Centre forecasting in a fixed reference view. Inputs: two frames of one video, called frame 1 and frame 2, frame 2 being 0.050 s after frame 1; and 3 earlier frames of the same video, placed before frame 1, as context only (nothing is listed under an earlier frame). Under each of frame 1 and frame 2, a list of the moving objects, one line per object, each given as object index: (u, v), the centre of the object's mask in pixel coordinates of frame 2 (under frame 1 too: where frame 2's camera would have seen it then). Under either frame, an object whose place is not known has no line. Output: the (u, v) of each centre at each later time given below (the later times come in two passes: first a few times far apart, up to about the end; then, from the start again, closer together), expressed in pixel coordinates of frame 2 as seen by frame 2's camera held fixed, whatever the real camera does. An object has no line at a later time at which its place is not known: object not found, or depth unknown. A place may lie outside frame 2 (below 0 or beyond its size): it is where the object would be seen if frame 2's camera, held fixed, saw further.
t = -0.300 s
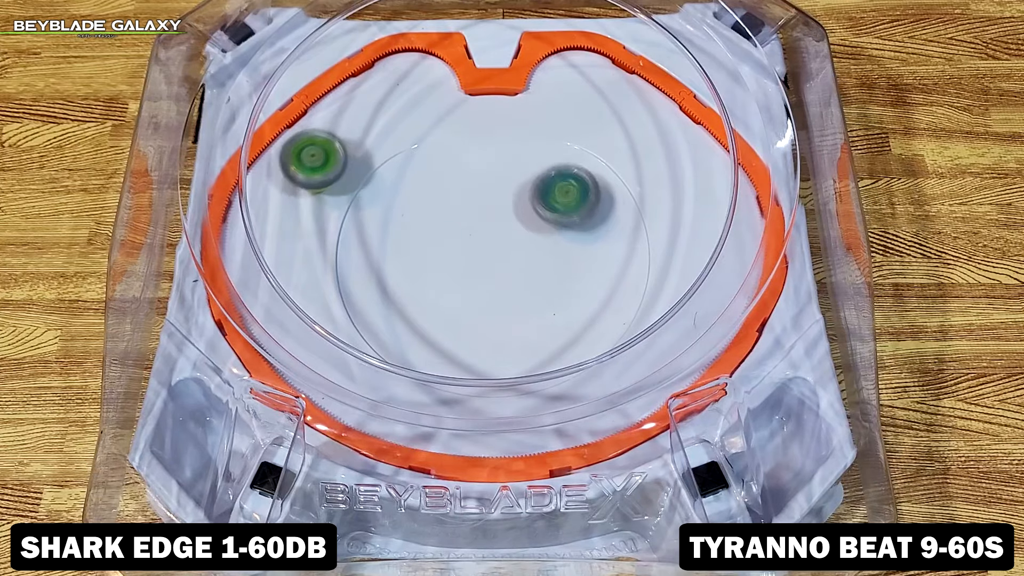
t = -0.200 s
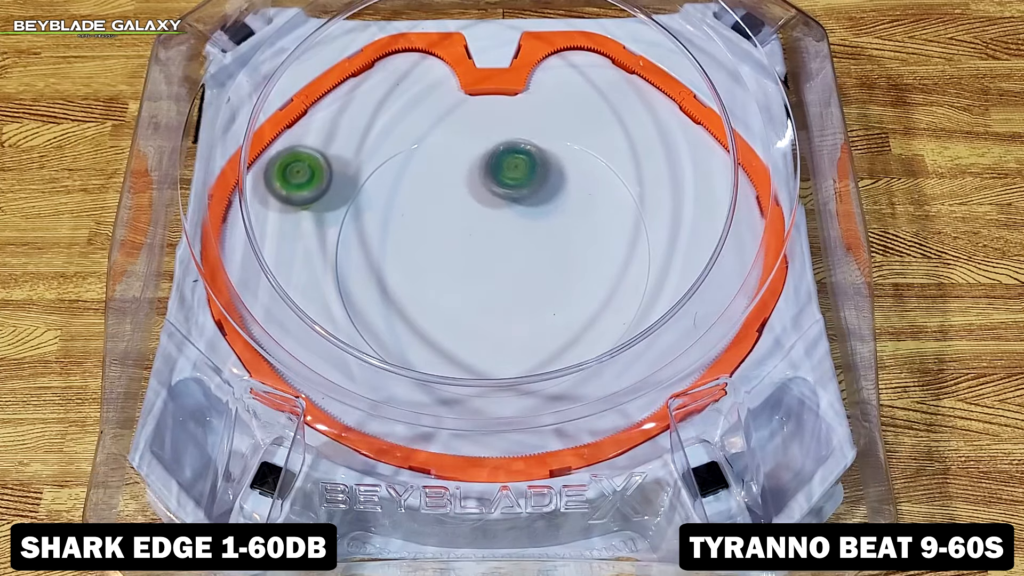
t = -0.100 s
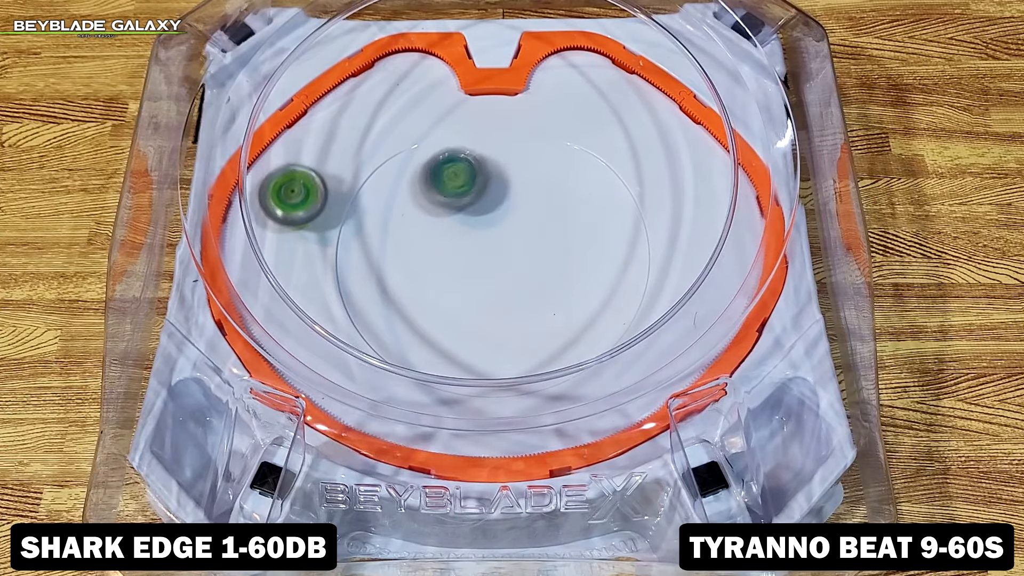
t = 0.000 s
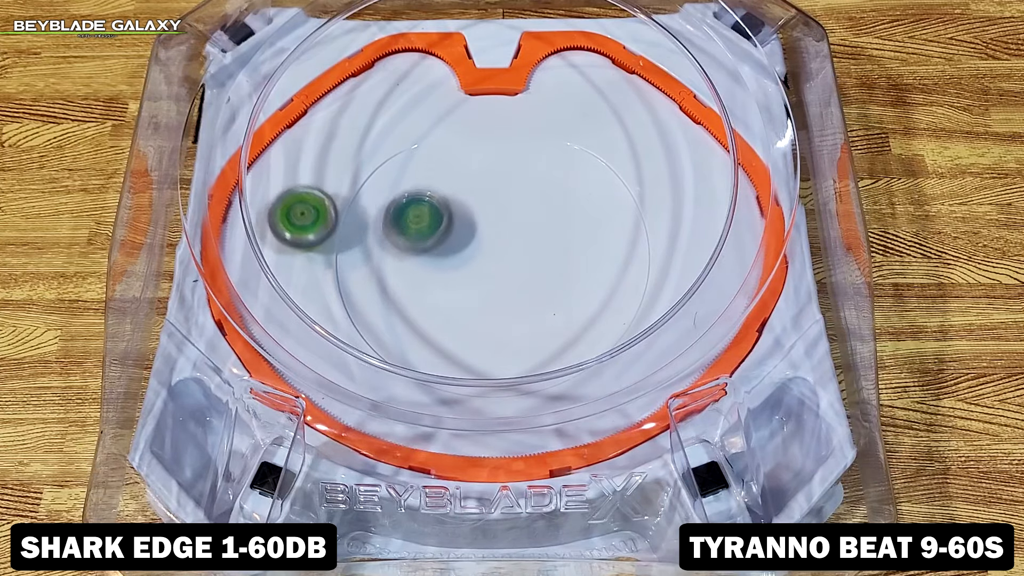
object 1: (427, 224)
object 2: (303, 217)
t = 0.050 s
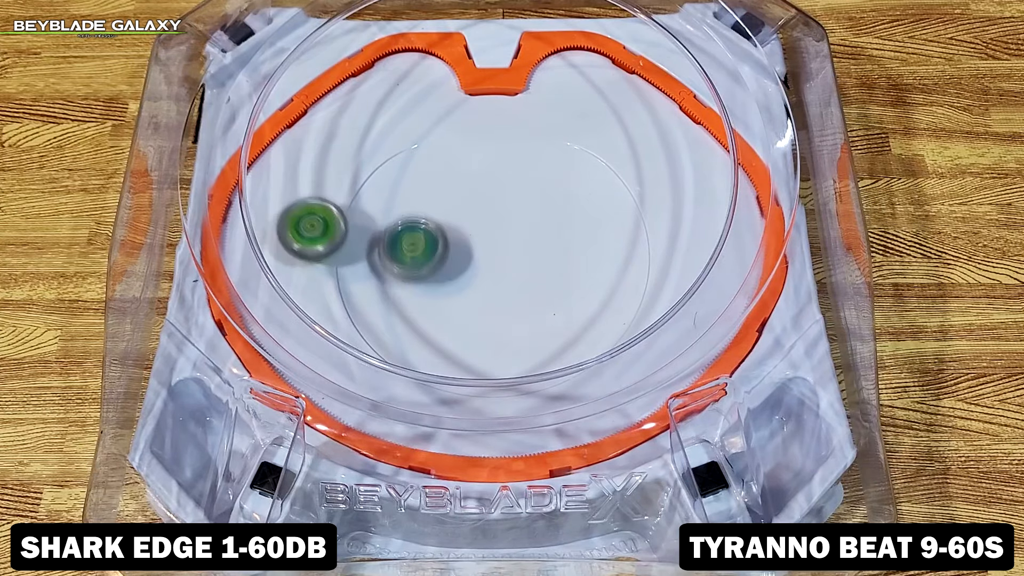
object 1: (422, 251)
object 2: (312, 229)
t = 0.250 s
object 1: (505, 316)
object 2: (402, 288)
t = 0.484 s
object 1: (758, 211)
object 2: (365, 256)
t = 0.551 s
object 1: (703, 116)
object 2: (360, 249)
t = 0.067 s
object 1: (422, 260)
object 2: (316, 233)
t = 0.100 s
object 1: (427, 277)
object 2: (324, 240)
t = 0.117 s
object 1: (433, 285)
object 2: (330, 244)
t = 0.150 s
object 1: (448, 298)
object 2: (342, 254)
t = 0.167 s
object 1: (457, 303)
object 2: (350, 259)
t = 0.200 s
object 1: (475, 311)
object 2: (367, 270)
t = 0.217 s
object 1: (485, 313)
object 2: (378, 276)
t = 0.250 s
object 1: (505, 316)
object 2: (402, 288)
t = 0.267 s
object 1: (515, 316)
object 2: (415, 294)
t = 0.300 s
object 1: (535, 312)
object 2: (444, 301)
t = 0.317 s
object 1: (546, 309)
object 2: (460, 303)
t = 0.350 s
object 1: (580, 298)
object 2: (468, 299)
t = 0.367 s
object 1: (616, 293)
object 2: (449, 295)
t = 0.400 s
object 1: (672, 269)
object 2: (414, 285)
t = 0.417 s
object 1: (700, 261)
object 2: (400, 278)
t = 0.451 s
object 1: (744, 246)
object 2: (378, 266)
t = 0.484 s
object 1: (758, 211)
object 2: (365, 256)
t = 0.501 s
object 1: (745, 182)
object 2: (362, 253)
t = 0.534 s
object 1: (717, 136)
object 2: (359, 249)
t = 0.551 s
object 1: (703, 116)
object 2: (360, 249)
